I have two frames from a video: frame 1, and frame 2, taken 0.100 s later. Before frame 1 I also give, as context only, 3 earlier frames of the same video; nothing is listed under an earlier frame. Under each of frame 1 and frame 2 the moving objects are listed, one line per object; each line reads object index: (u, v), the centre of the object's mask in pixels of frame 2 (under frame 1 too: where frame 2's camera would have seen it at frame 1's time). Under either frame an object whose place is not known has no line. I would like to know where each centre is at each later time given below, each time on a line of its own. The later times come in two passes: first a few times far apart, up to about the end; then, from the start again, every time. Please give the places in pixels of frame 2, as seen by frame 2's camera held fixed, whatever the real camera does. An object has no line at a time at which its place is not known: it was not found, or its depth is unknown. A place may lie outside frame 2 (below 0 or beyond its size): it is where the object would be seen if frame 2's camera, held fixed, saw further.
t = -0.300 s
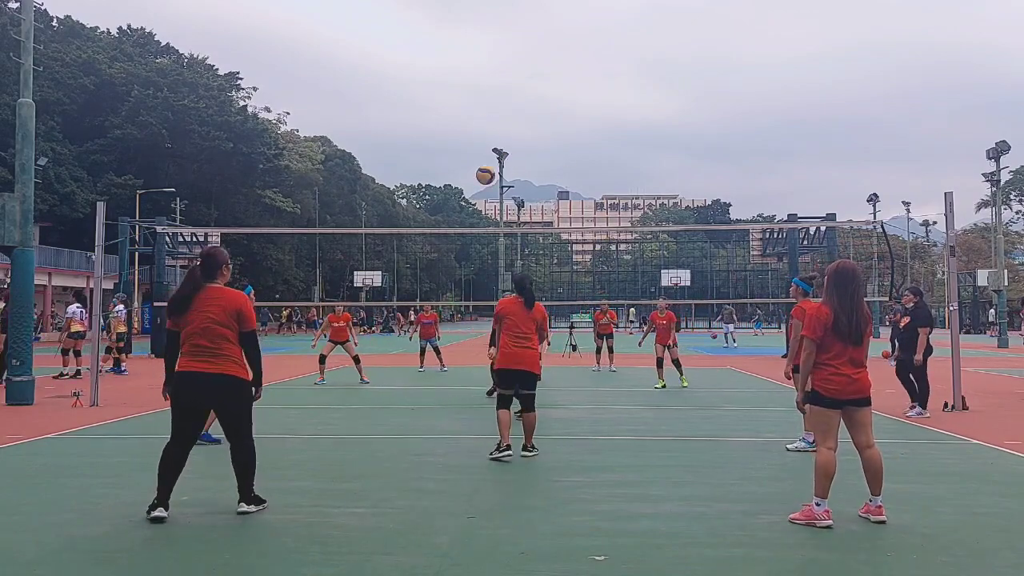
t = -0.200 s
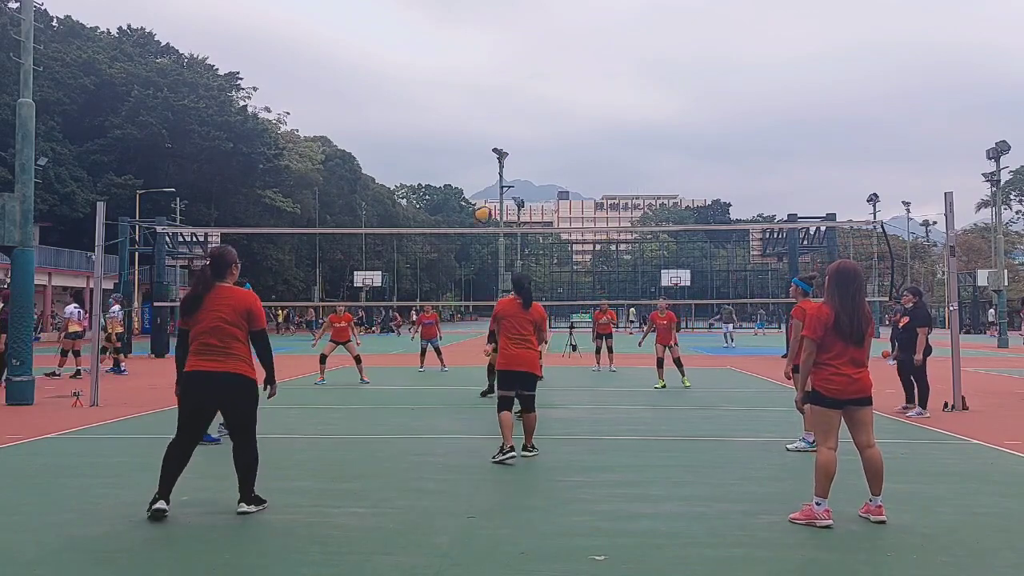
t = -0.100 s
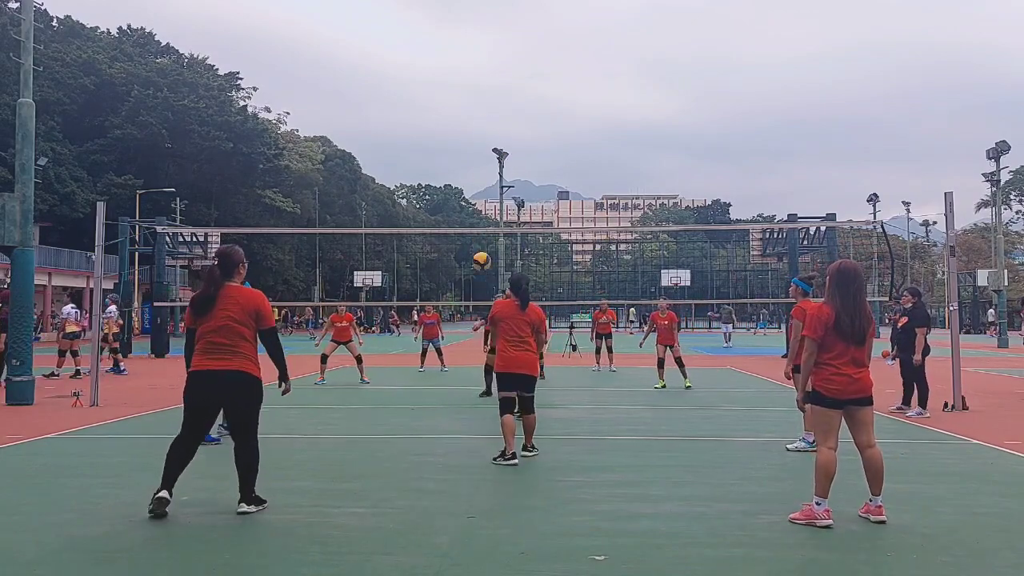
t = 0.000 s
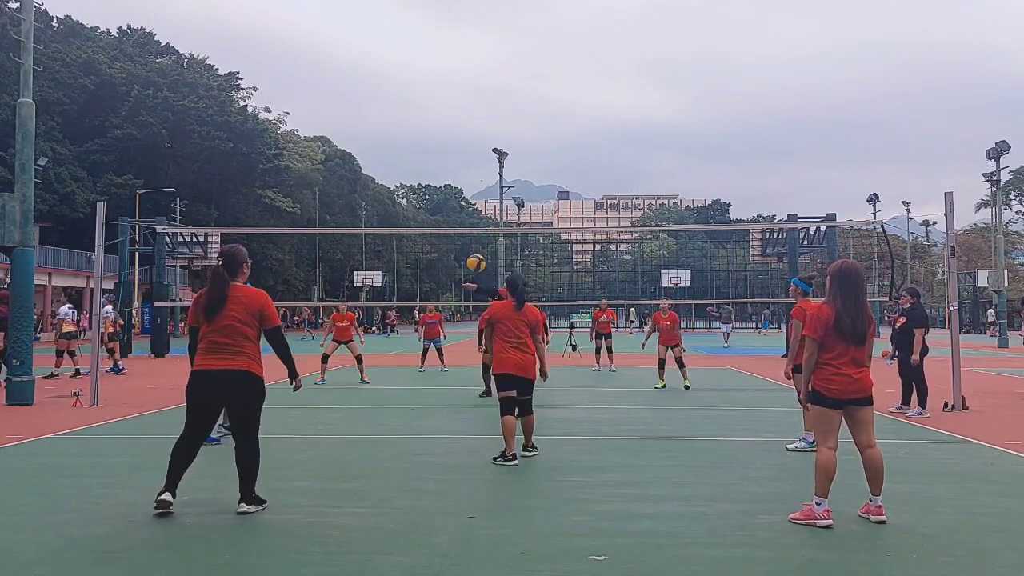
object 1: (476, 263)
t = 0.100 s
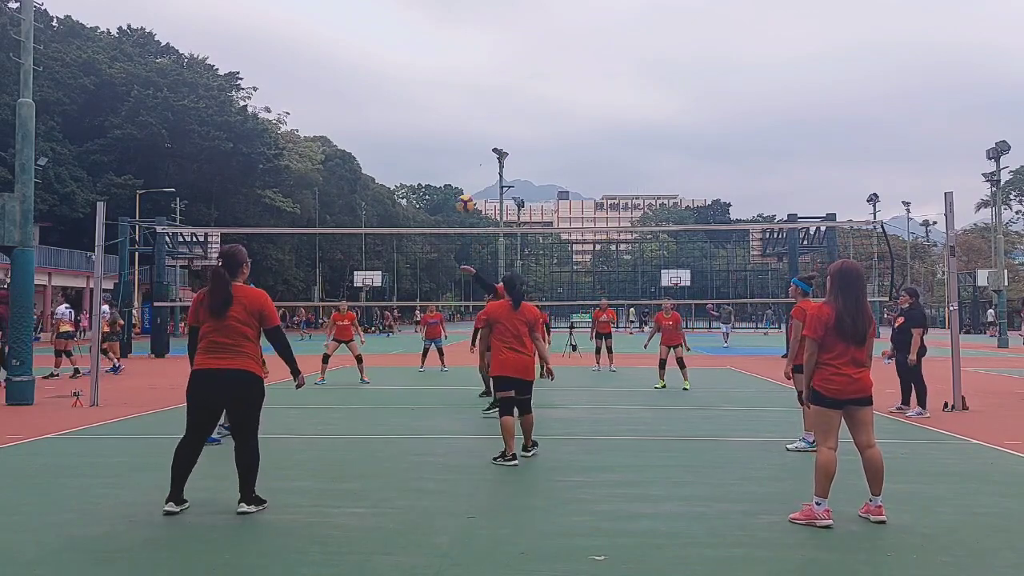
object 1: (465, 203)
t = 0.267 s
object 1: (447, 124)
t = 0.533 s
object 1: (416, 48)
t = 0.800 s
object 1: (386, 31)
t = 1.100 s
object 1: (353, 81)
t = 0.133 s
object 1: (461, 186)
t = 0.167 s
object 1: (457, 169)
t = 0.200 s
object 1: (454, 153)
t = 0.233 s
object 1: (450, 137)
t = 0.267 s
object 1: (447, 124)
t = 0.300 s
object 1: (443, 111)
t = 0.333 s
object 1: (439, 99)
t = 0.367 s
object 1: (435, 88)
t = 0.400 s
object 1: (431, 78)
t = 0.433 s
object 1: (428, 69)
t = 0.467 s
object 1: (424, 61)
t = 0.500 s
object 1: (420, 54)
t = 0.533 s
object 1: (416, 48)
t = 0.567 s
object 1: (412, 42)
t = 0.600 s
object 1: (409, 38)
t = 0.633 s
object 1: (405, 34)
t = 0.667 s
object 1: (401, 32)
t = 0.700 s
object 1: (397, 30)
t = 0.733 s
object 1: (394, 29)
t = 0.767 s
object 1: (390, 30)
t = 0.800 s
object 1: (386, 31)
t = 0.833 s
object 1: (383, 33)
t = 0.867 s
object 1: (379, 35)
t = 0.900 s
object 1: (375, 39)
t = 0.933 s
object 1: (371, 44)
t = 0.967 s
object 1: (368, 50)
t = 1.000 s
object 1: (364, 56)
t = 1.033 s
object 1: (360, 64)
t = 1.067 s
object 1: (357, 72)
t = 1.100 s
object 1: (353, 81)
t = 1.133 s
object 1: (349, 91)
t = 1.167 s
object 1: (346, 102)
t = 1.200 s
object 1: (342, 114)
